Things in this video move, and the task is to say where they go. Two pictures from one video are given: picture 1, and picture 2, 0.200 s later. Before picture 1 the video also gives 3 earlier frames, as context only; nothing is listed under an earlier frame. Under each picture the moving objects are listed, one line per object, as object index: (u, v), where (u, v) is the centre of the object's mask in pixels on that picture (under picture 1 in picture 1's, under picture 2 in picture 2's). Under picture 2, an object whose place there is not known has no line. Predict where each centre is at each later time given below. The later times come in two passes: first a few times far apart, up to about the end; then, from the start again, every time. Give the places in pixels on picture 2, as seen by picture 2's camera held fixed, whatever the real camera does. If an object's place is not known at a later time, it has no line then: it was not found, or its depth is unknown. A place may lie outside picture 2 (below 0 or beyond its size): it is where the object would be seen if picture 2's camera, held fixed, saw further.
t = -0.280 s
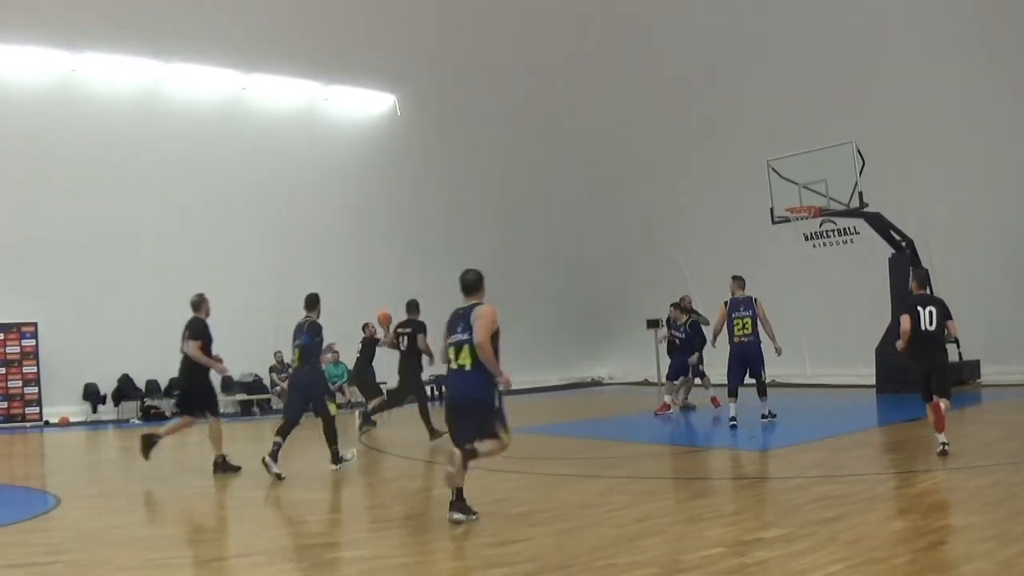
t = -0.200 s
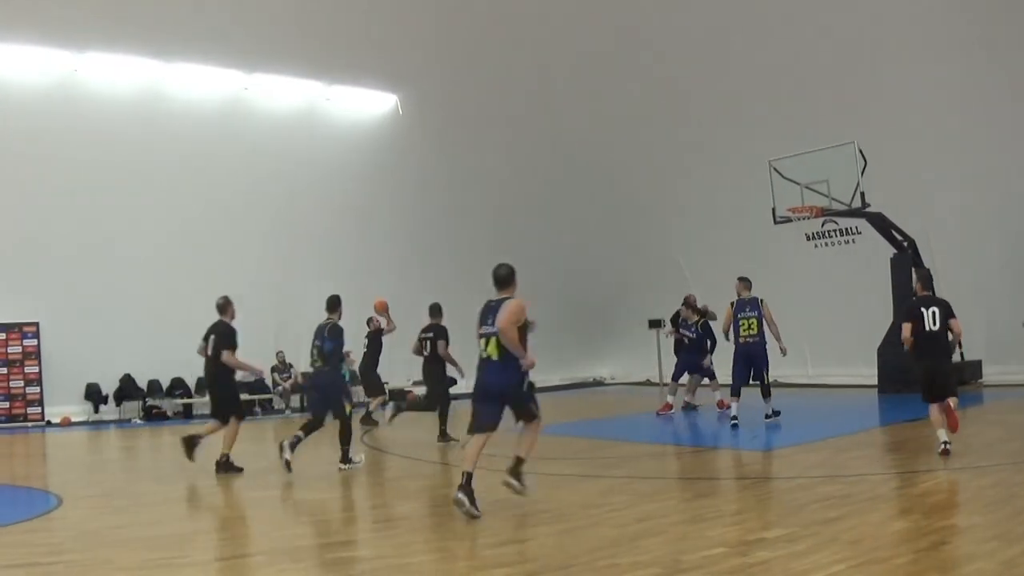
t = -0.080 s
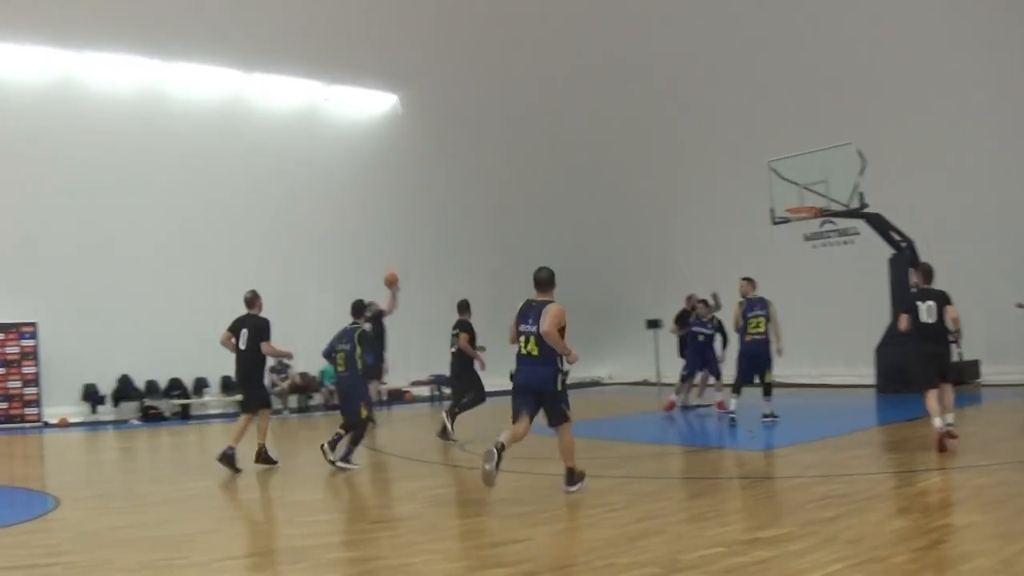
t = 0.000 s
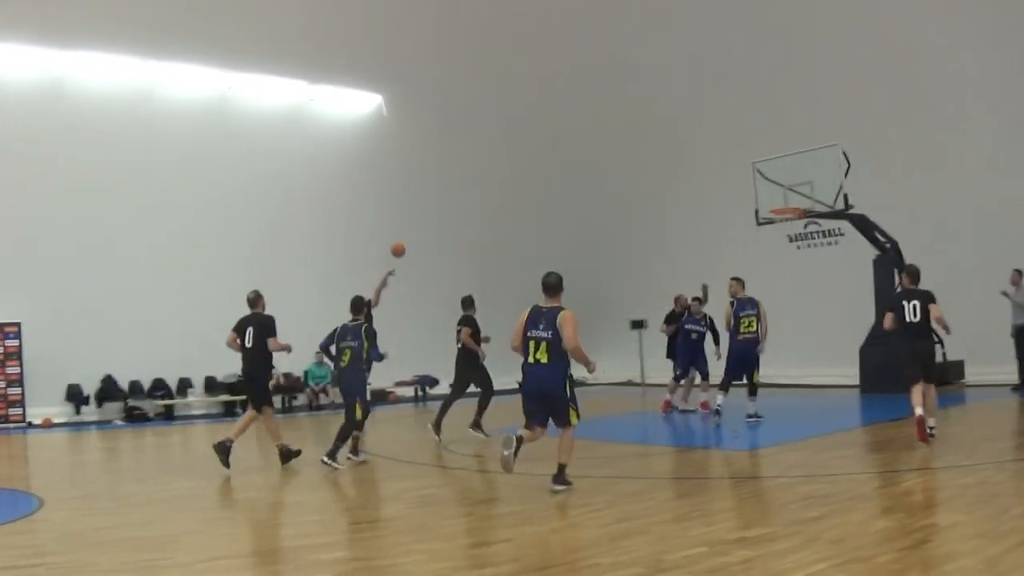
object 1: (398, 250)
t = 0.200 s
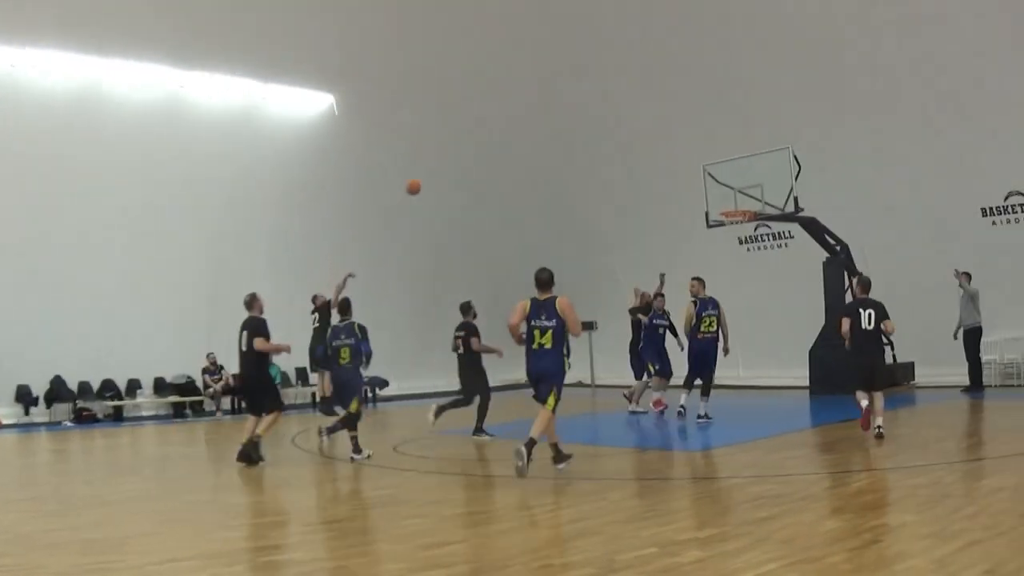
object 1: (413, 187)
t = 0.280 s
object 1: (437, 169)
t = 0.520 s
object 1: (511, 135)
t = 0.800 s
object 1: (607, 138)
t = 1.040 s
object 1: (693, 180)
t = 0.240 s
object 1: (425, 177)
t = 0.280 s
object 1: (437, 169)
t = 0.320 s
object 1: (449, 161)
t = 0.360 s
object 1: (461, 154)
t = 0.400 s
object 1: (473, 148)
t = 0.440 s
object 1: (485, 143)
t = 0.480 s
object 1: (498, 138)
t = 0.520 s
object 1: (511, 135)
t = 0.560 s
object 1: (524, 133)
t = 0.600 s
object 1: (538, 131)
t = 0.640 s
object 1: (552, 131)
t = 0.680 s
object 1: (565, 131)
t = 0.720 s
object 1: (579, 133)
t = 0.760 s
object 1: (593, 135)
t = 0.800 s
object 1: (607, 138)
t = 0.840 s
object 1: (621, 143)
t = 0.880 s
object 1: (635, 148)
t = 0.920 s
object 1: (649, 155)
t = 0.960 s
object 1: (663, 162)
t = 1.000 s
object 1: (678, 171)
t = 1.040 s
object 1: (693, 180)
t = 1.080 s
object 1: (708, 190)
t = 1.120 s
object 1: (722, 202)
